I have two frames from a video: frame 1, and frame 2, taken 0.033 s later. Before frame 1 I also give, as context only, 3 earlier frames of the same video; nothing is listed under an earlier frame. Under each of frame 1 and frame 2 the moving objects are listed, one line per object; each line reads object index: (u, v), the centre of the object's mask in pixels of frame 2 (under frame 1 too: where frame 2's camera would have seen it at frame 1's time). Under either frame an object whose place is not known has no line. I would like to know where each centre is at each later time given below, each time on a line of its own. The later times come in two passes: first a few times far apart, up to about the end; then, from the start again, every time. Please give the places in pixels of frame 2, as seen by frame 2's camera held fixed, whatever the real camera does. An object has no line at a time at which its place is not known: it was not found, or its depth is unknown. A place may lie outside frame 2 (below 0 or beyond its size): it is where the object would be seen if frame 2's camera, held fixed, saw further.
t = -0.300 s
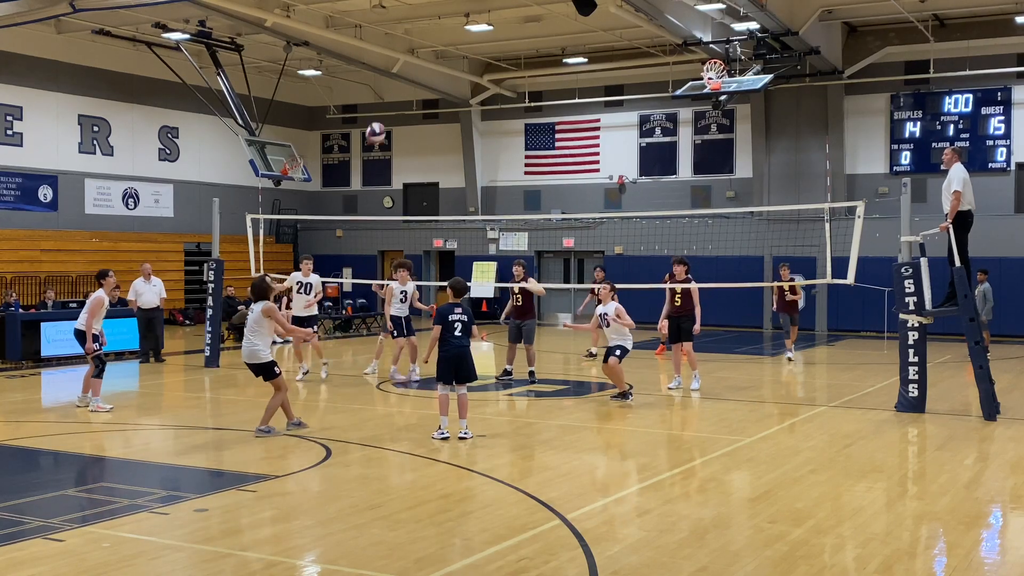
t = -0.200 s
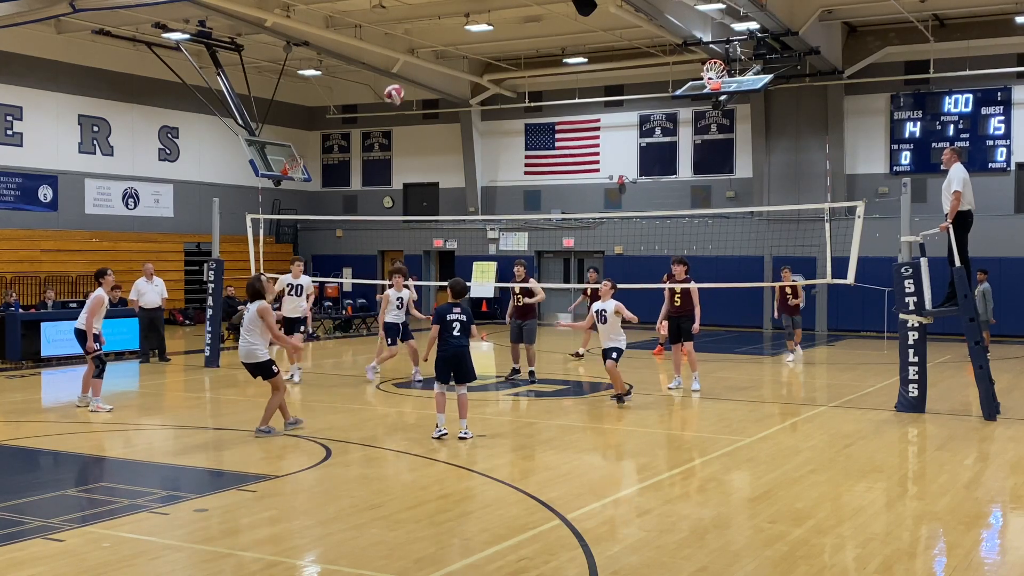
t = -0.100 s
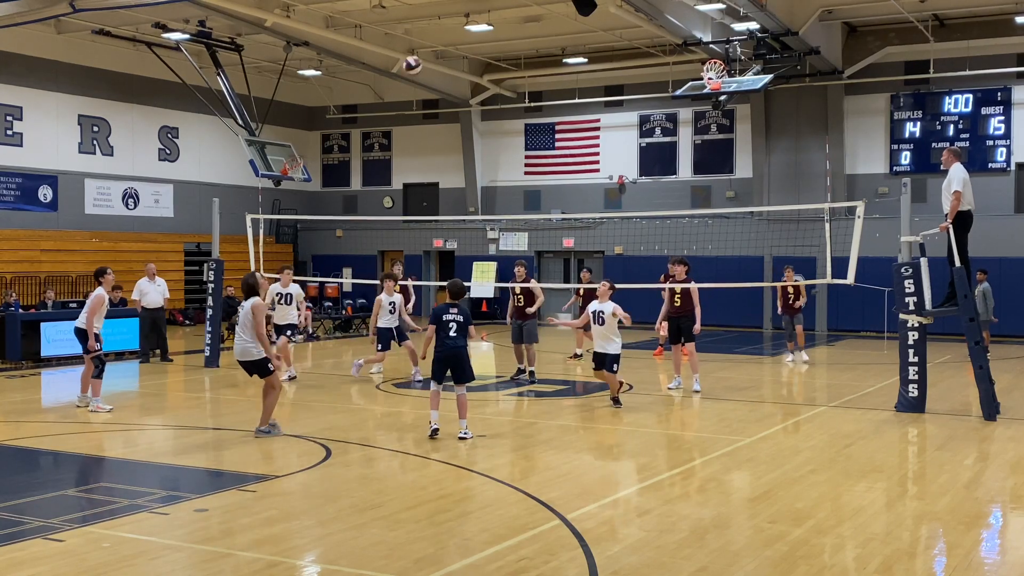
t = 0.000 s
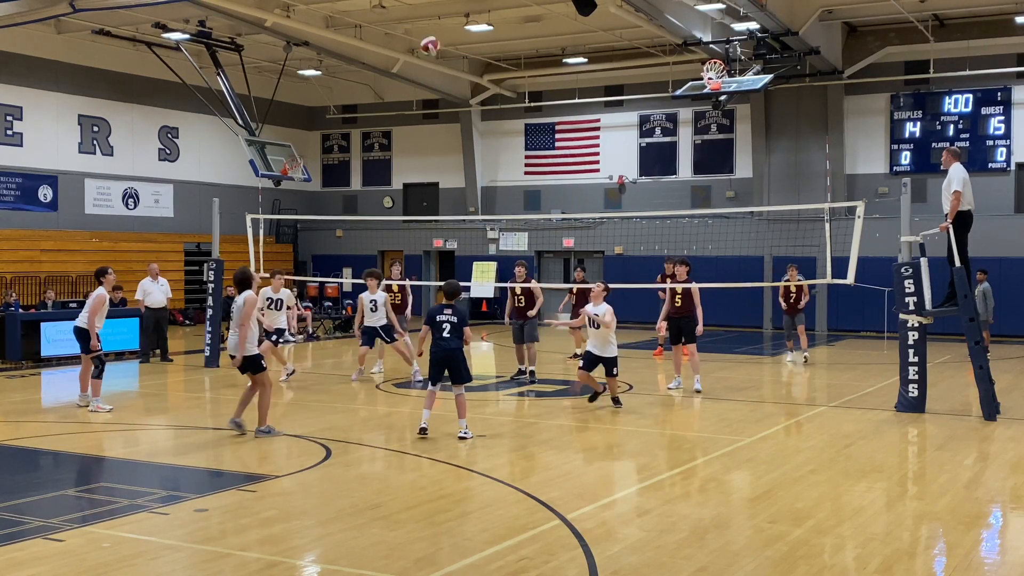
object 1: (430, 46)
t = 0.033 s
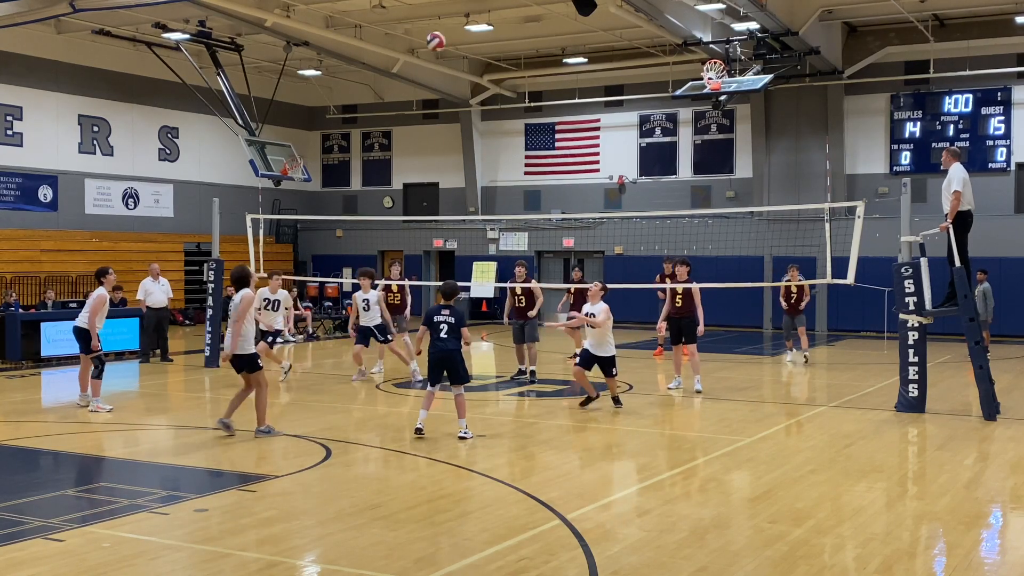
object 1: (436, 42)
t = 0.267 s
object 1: (476, 39)
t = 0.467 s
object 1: (510, 73)
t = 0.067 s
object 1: (442, 38)
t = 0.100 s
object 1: (447, 35)
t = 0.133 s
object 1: (453, 34)
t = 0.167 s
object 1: (459, 33)
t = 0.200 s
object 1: (465, 34)
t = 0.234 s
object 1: (470, 36)
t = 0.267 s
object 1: (476, 39)
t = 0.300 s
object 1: (482, 41)
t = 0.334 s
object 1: (487, 46)
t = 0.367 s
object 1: (494, 51)
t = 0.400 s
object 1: (499, 58)
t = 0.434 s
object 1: (504, 64)
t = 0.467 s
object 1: (510, 73)
